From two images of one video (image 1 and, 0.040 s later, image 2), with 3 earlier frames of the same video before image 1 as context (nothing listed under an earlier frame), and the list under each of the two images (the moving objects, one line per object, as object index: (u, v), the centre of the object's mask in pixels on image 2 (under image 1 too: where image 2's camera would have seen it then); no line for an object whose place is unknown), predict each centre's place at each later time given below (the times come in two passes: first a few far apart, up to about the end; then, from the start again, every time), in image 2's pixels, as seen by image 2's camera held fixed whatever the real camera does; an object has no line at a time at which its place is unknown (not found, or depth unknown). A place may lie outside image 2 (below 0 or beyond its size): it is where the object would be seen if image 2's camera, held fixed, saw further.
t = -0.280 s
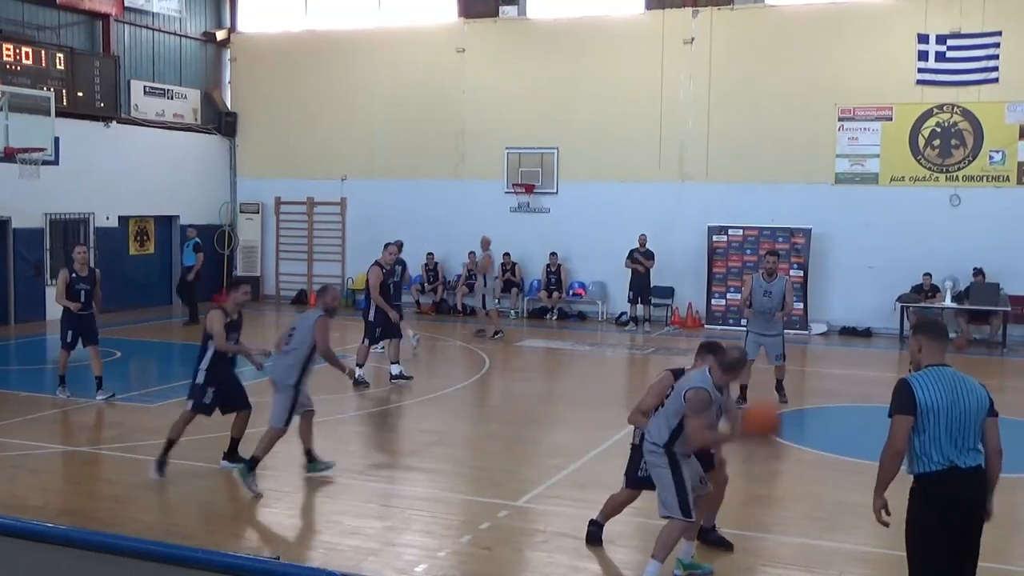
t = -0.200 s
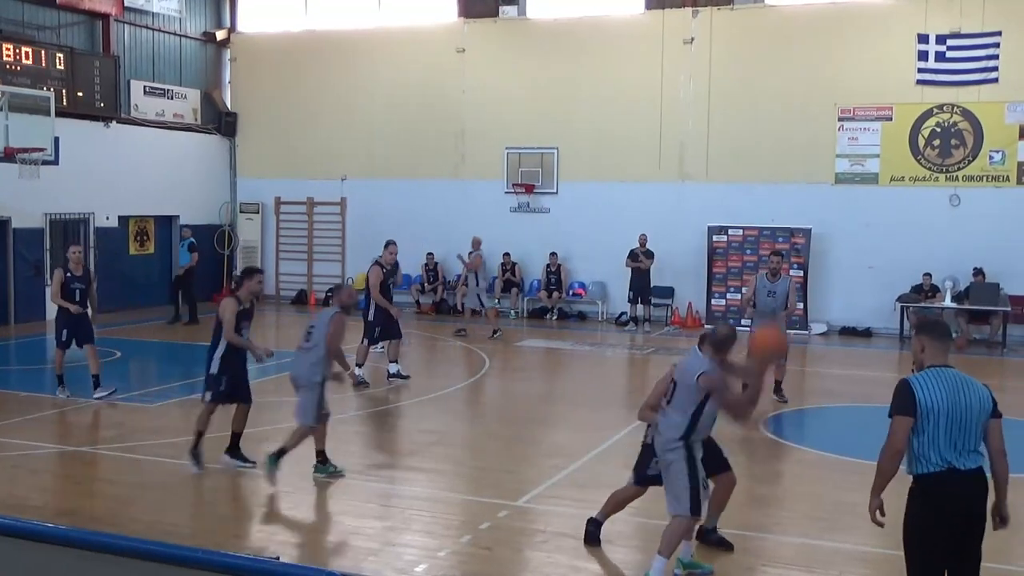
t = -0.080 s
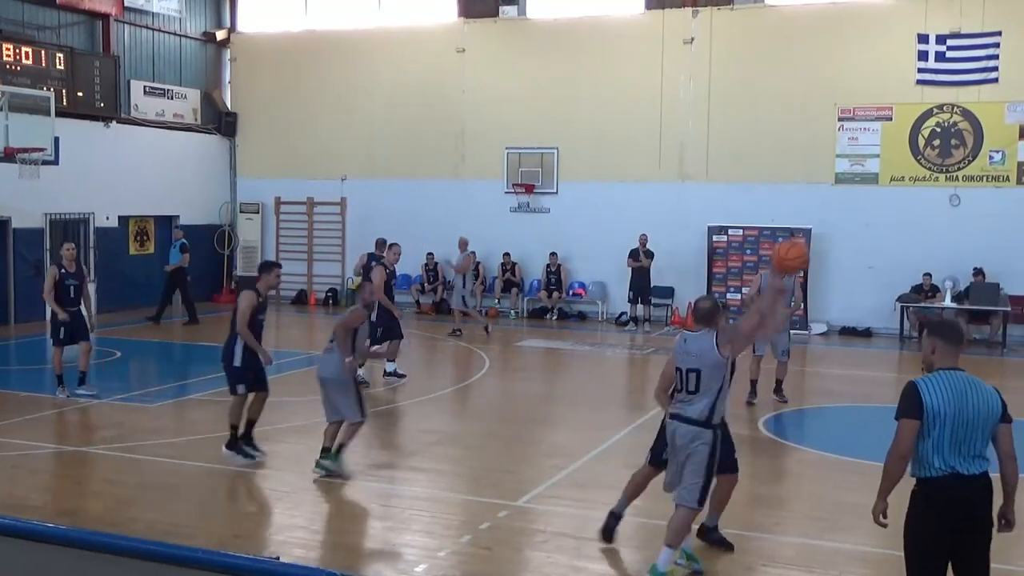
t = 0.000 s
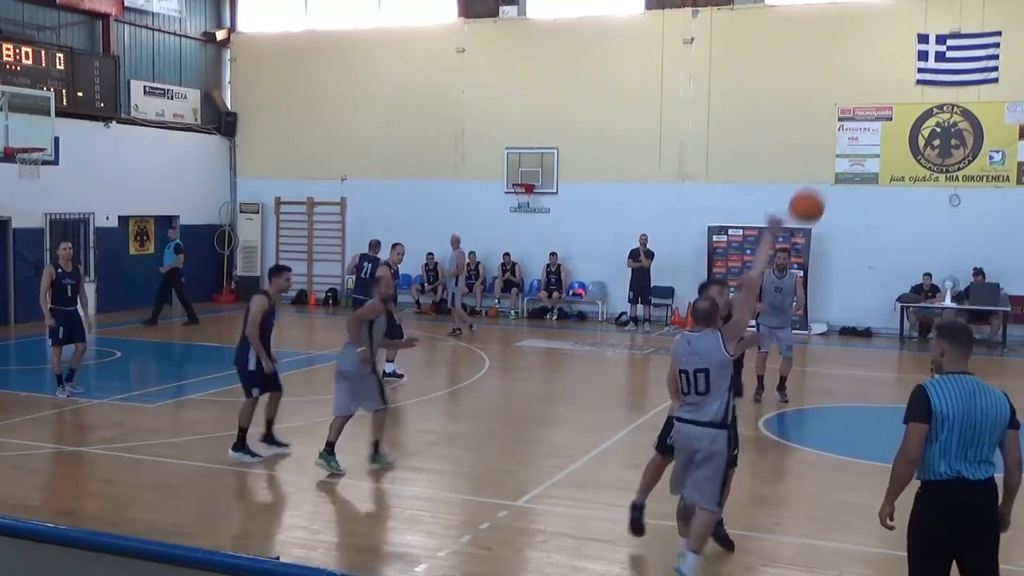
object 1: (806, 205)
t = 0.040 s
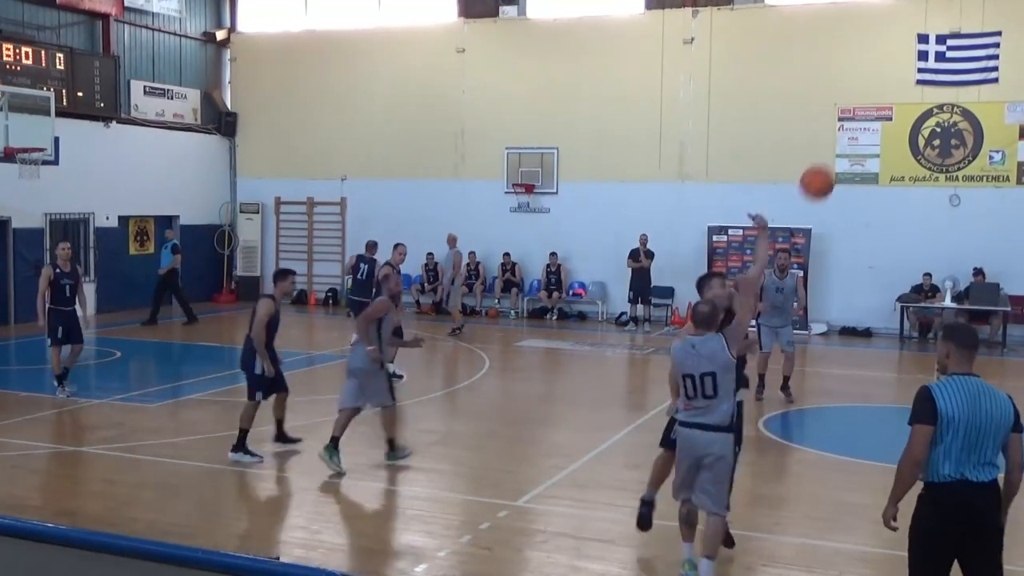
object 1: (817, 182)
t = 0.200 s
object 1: (853, 116)
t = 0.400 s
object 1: (887, 91)
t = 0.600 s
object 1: (911, 114)
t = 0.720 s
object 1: (921, 144)
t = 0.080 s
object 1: (826, 161)
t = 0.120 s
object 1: (835, 144)
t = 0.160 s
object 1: (845, 129)
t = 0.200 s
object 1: (853, 116)
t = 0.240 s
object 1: (861, 106)
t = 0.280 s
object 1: (869, 99)
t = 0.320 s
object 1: (875, 95)
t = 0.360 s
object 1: (881, 92)
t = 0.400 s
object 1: (887, 91)
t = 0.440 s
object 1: (893, 93)
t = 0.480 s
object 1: (898, 96)
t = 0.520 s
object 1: (903, 100)
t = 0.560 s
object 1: (907, 106)
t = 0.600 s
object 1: (911, 114)
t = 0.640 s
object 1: (915, 123)
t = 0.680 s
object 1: (918, 133)
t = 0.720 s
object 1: (921, 144)
